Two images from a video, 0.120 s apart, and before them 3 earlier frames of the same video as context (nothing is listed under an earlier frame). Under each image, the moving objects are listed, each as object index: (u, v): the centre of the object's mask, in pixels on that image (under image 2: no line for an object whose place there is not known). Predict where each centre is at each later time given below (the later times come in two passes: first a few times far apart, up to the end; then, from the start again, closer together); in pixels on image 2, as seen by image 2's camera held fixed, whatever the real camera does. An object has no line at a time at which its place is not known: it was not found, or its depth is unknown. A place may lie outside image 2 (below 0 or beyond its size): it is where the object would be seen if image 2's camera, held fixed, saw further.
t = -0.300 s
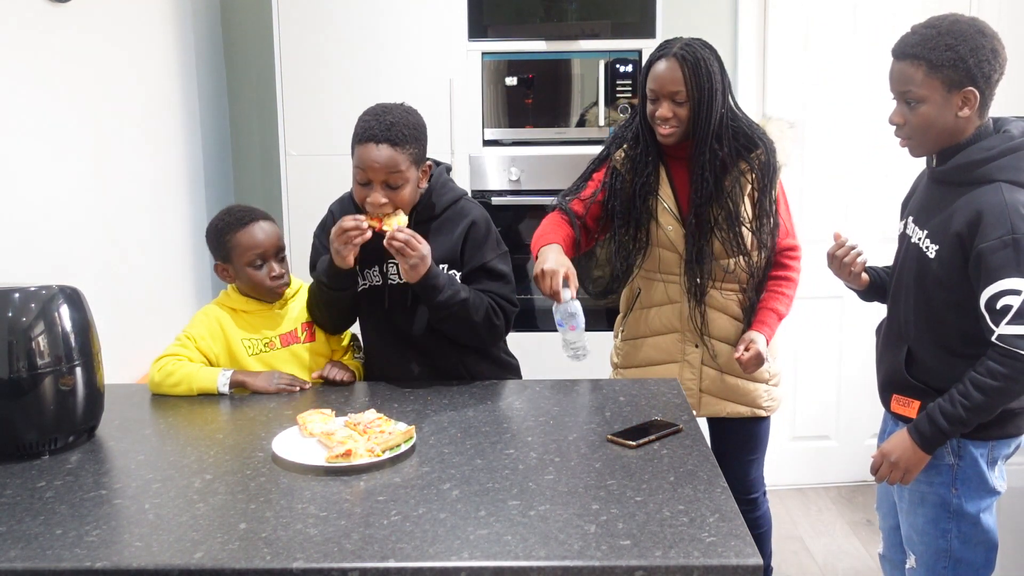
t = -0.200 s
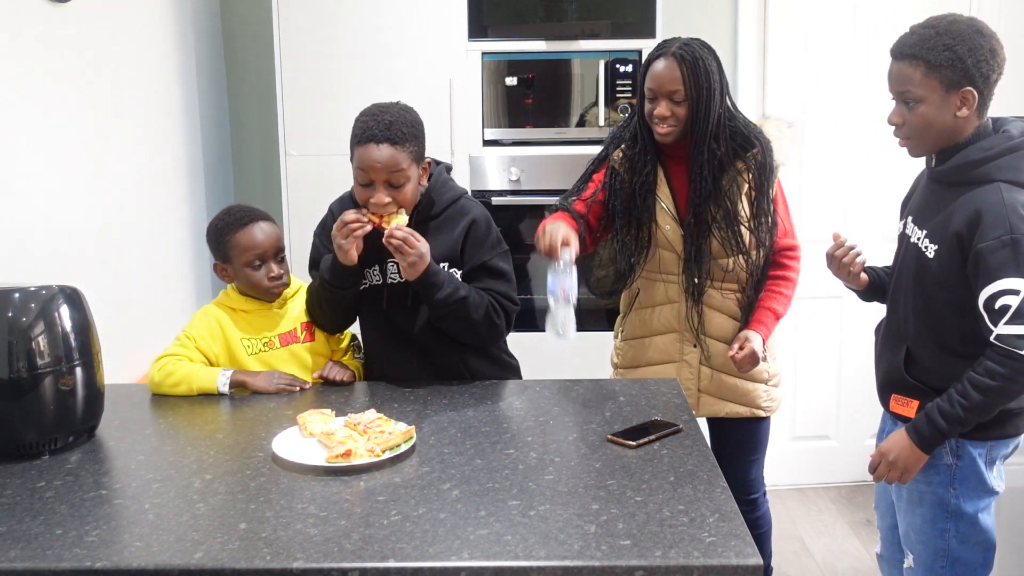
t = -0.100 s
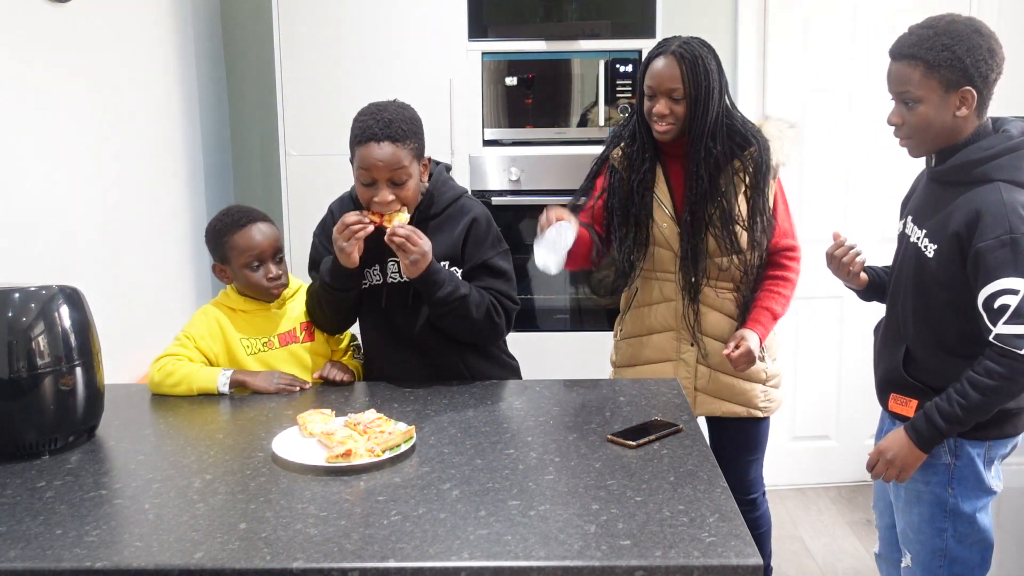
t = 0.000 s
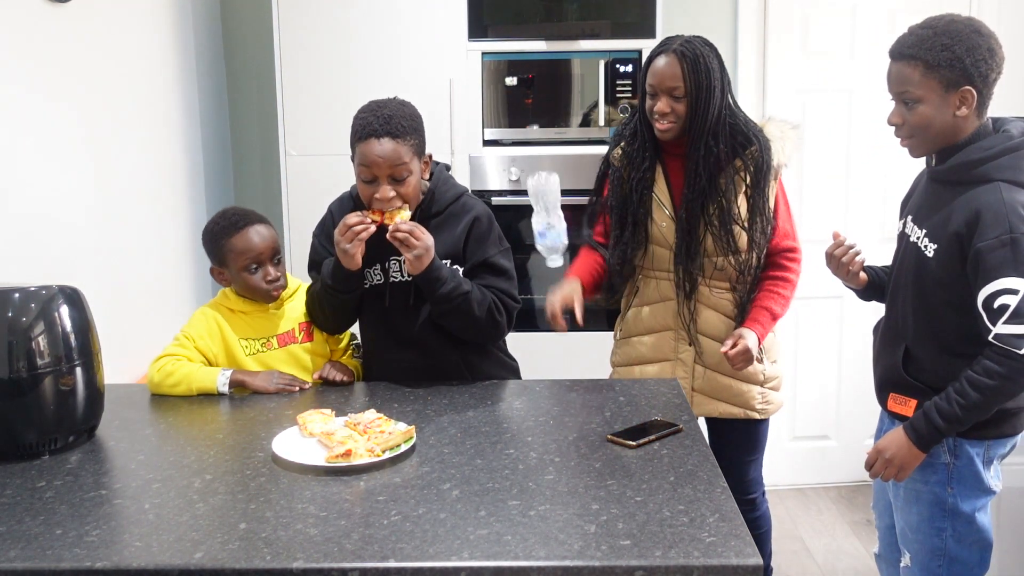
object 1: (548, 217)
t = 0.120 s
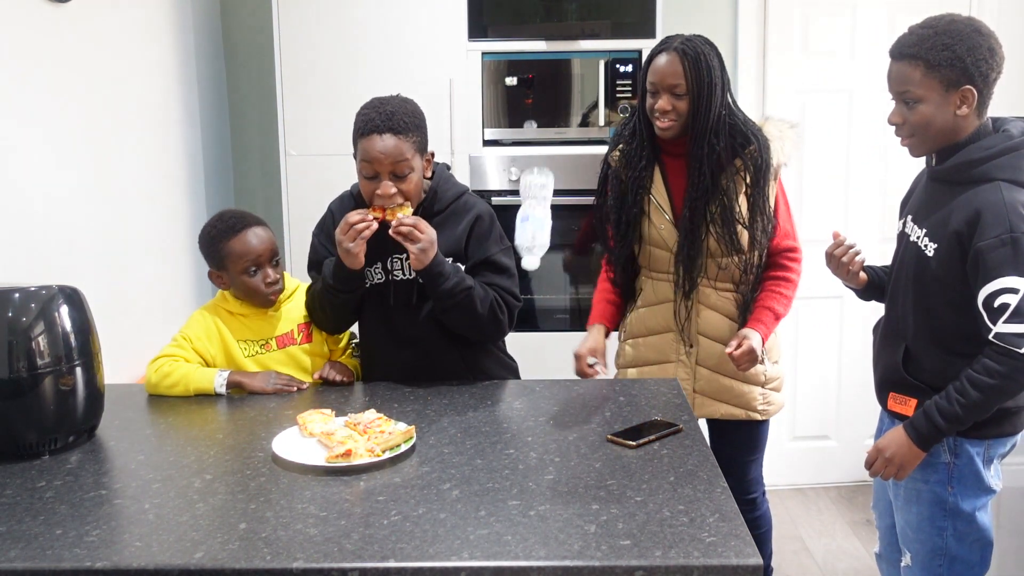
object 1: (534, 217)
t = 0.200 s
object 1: (528, 253)
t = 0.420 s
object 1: (510, 436)
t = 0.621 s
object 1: (488, 470)
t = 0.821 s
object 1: (475, 491)
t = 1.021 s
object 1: (469, 501)
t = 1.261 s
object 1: (465, 507)
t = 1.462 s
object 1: (465, 506)
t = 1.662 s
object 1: (466, 506)
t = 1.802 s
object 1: (465, 506)
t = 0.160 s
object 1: (531, 230)
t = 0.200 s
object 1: (528, 253)
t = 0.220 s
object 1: (527, 268)
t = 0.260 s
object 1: (524, 303)
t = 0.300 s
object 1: (520, 353)
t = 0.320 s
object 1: (518, 385)
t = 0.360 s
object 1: (516, 440)
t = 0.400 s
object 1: (511, 437)
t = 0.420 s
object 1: (510, 436)
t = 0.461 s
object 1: (504, 441)
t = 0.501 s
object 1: (500, 450)
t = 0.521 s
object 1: (497, 454)
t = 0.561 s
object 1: (492, 463)
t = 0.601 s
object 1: (489, 467)
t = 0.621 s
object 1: (488, 470)
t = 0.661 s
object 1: (487, 476)
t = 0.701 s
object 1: (484, 479)
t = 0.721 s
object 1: (482, 481)
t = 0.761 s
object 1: (478, 485)
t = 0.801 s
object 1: (476, 489)
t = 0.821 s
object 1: (475, 491)
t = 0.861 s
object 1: (474, 494)
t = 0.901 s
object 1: (473, 496)
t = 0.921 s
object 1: (472, 497)
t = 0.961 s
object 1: (470, 499)
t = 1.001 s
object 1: (469, 501)
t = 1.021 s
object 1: (469, 501)
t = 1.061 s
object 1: (468, 503)
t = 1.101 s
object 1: (467, 505)
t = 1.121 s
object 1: (466, 505)
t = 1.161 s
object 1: (466, 506)
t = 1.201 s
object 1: (465, 507)
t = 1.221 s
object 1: (465, 507)
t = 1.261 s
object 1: (465, 507)
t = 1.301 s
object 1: (465, 506)
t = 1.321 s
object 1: (465, 506)
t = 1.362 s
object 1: (465, 506)
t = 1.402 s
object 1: (465, 506)
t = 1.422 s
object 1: (465, 506)
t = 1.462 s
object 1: (465, 506)
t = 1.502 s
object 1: (465, 506)
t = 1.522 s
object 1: (465, 507)
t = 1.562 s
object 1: (465, 506)
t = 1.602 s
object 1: (465, 507)
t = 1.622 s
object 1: (465, 506)
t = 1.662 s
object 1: (466, 506)
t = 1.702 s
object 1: (466, 506)
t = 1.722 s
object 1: (466, 506)
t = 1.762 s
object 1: (466, 507)
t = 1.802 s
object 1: (465, 506)
